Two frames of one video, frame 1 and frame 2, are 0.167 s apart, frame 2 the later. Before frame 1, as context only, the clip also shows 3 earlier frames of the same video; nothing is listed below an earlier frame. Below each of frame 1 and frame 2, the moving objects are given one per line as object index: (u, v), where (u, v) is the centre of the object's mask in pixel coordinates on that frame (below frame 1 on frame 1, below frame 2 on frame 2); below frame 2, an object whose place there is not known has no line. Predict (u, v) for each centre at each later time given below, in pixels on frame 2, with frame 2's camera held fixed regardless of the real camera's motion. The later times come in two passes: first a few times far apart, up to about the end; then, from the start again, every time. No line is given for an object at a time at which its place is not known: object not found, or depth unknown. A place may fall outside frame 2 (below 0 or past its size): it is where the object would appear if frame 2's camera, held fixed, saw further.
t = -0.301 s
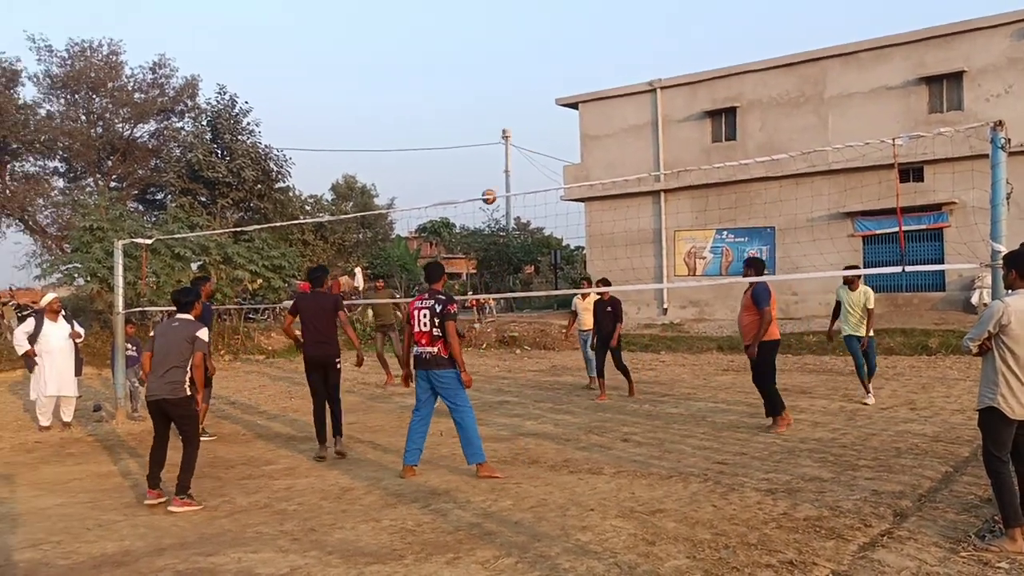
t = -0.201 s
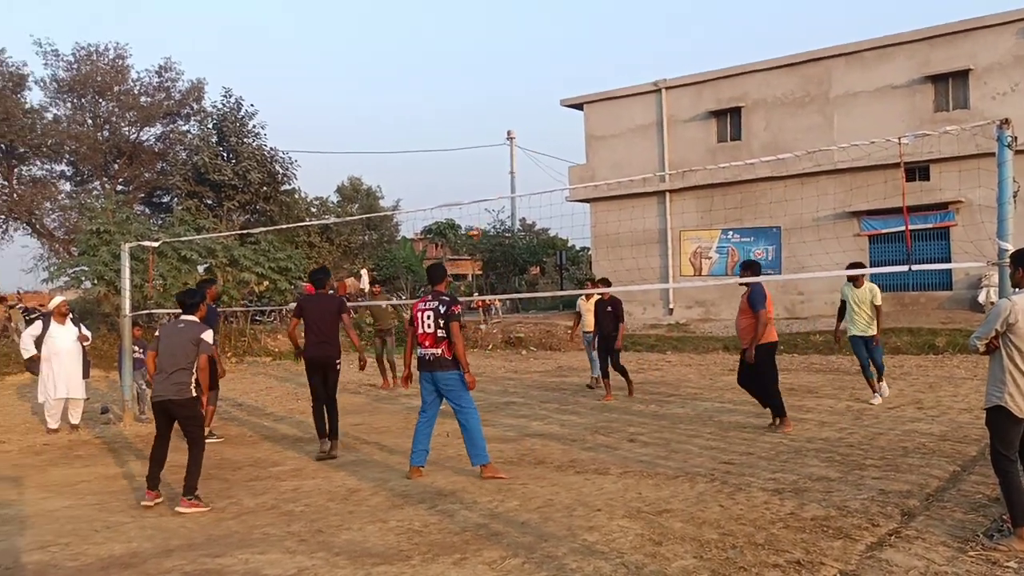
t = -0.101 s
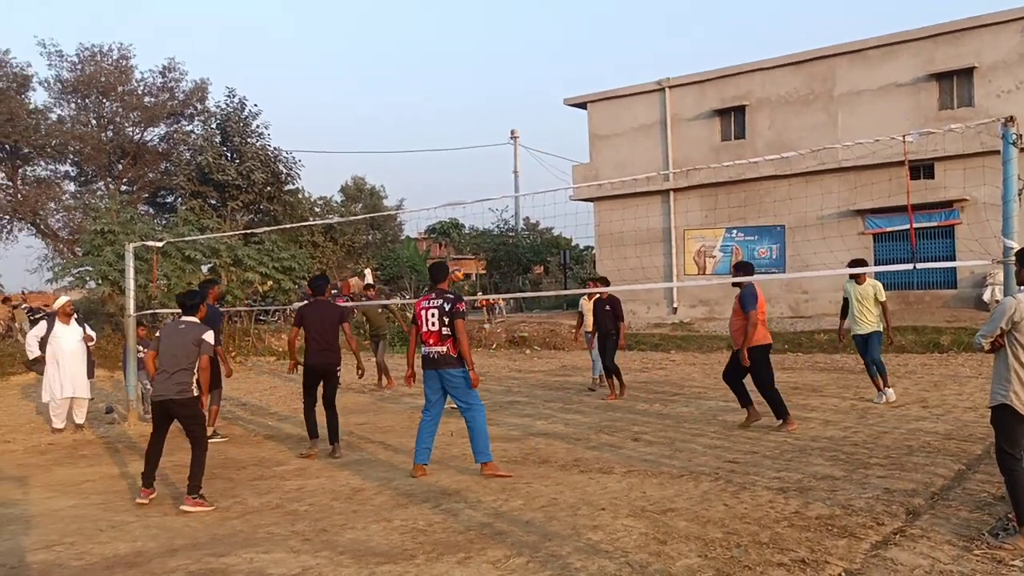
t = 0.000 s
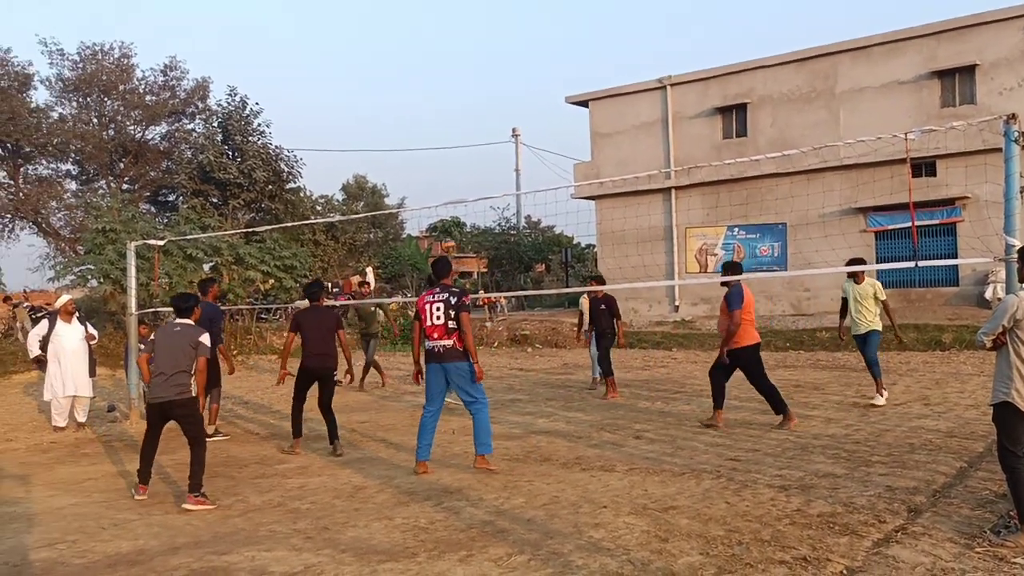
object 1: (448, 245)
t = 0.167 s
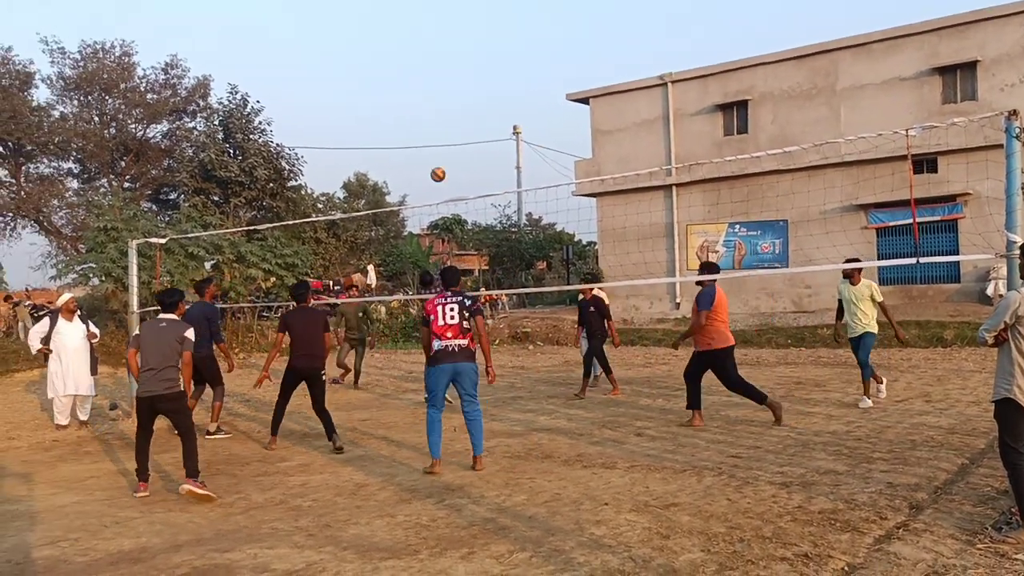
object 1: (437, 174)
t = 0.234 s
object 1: (434, 152)
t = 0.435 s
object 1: (422, 104)
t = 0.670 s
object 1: (410, 85)
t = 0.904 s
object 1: (399, 106)
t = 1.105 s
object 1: (391, 155)
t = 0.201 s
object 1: (436, 163)
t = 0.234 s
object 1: (434, 152)
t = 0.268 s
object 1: (432, 142)
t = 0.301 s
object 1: (430, 133)
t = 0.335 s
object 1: (428, 125)
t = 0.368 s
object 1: (426, 117)
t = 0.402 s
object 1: (424, 110)
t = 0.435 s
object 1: (422, 104)
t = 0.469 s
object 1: (420, 99)
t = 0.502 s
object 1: (418, 95)
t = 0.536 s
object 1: (416, 91)
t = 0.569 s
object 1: (415, 89)
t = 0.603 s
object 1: (413, 87)
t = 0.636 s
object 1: (411, 86)
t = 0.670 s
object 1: (410, 85)
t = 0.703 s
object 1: (408, 86)
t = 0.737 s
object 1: (407, 87)
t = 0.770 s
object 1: (405, 89)
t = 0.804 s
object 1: (403, 92)
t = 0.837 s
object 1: (402, 96)
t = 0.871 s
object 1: (401, 100)
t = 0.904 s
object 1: (399, 106)
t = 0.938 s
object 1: (397, 112)
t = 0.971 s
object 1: (396, 119)
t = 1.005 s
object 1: (395, 127)
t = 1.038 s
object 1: (393, 135)
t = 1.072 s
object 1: (392, 145)
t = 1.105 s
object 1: (391, 155)
